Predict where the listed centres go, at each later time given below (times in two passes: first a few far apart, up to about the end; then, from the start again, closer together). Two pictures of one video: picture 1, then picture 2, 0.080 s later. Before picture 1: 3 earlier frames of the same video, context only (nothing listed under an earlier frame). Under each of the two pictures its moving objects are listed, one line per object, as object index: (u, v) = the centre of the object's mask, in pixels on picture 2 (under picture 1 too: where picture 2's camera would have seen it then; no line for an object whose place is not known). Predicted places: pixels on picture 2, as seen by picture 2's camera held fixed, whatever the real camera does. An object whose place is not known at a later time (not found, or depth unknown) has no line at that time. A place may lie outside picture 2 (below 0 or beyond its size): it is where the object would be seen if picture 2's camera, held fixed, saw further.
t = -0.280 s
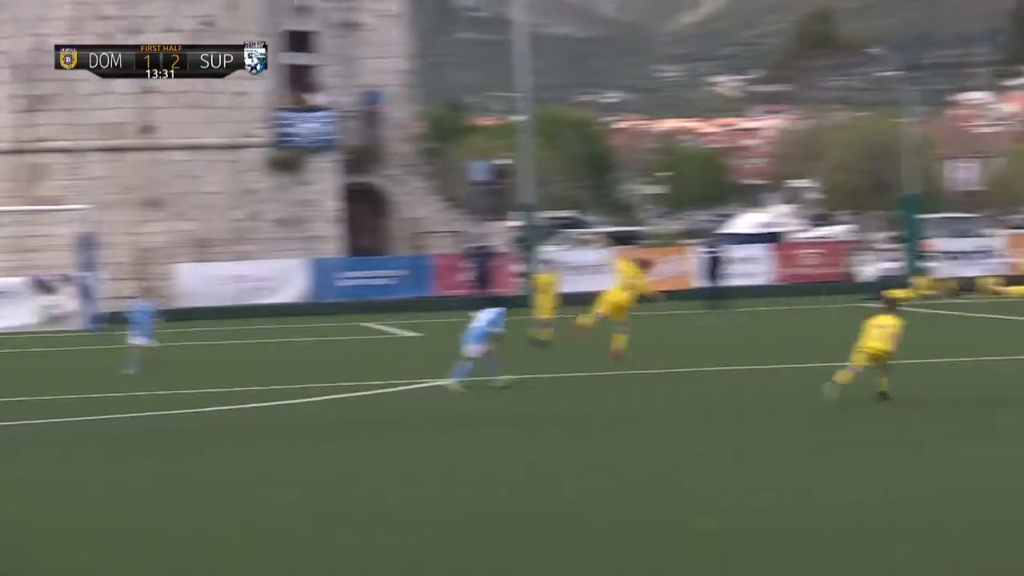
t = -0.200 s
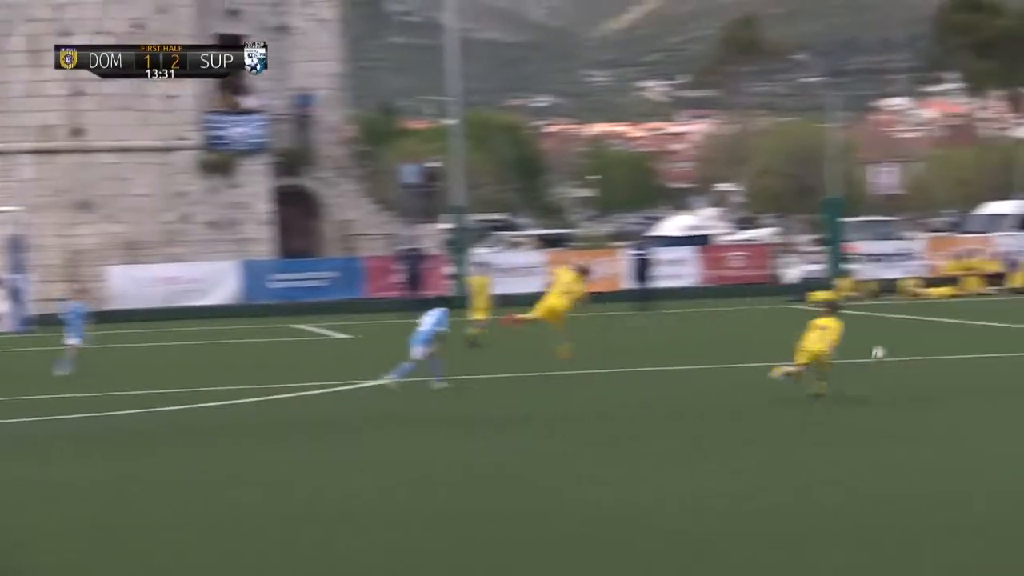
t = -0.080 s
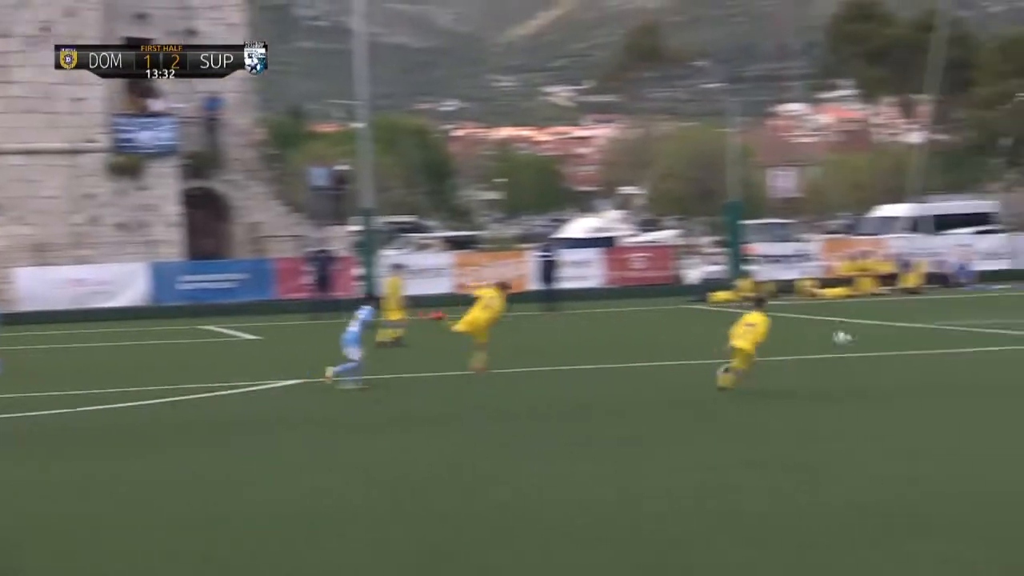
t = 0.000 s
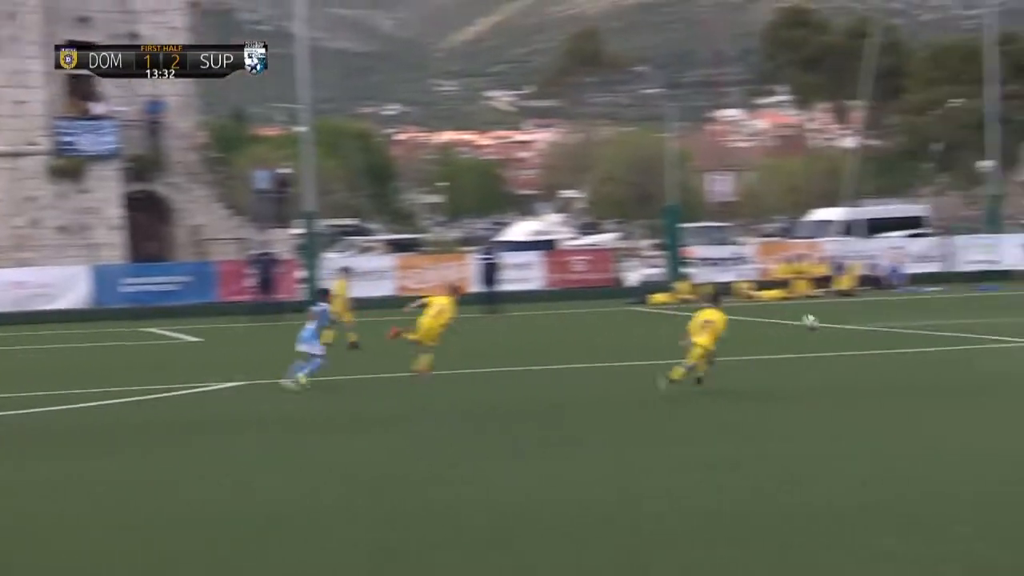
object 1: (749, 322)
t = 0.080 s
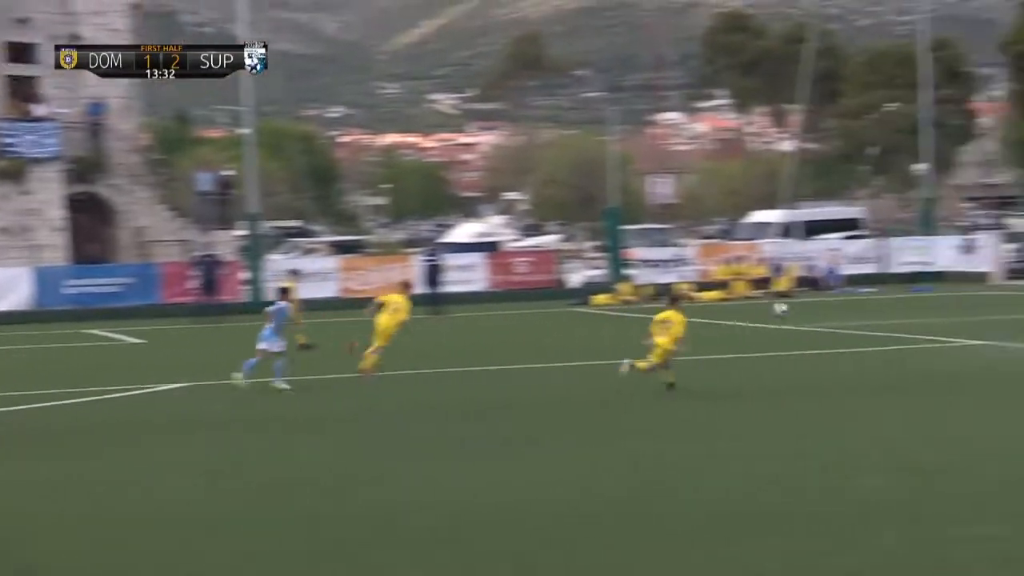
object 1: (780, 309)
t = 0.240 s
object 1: (843, 296)
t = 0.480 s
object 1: (936, 317)
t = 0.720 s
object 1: (1029, 349)
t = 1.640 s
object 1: (1386, 354)
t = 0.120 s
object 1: (795, 304)
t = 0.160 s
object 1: (811, 301)
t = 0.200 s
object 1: (827, 298)
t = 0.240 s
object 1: (843, 296)
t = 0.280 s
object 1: (858, 297)
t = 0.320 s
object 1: (875, 299)
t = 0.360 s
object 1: (889, 302)
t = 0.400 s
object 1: (905, 306)
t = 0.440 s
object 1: (921, 310)
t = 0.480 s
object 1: (936, 317)
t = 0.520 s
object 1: (952, 324)
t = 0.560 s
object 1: (966, 332)
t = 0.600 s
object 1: (983, 342)
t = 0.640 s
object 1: (997, 353)
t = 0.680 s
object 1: (1014, 358)
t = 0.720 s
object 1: (1029, 349)
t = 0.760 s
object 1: (1045, 344)
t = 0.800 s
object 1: (1061, 338)
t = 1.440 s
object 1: (1310, 339)
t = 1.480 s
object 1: (1325, 341)
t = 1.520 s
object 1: (1341, 342)
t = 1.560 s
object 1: (1356, 347)
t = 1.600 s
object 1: (1370, 351)
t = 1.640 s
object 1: (1386, 354)
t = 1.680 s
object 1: (1401, 351)
